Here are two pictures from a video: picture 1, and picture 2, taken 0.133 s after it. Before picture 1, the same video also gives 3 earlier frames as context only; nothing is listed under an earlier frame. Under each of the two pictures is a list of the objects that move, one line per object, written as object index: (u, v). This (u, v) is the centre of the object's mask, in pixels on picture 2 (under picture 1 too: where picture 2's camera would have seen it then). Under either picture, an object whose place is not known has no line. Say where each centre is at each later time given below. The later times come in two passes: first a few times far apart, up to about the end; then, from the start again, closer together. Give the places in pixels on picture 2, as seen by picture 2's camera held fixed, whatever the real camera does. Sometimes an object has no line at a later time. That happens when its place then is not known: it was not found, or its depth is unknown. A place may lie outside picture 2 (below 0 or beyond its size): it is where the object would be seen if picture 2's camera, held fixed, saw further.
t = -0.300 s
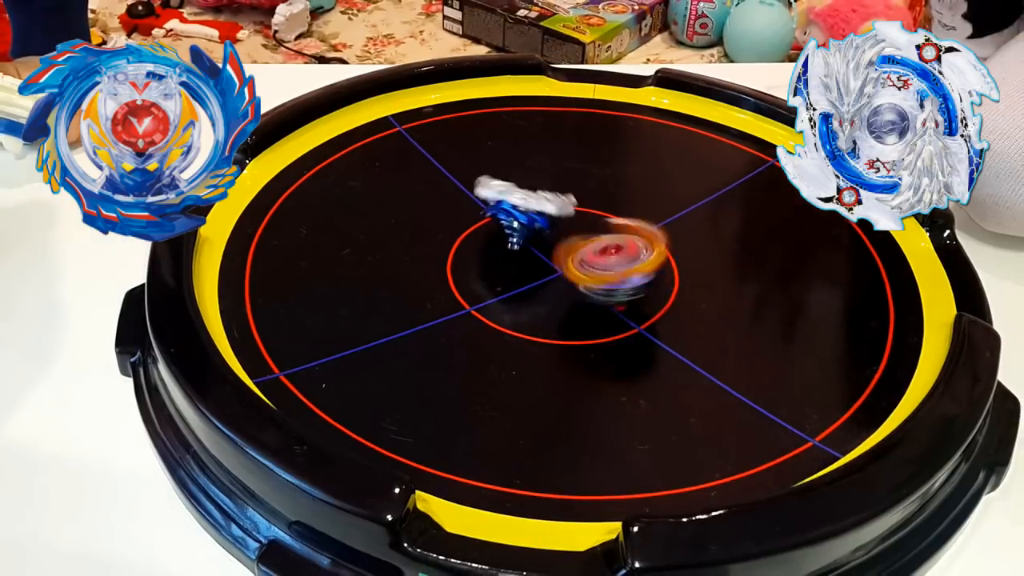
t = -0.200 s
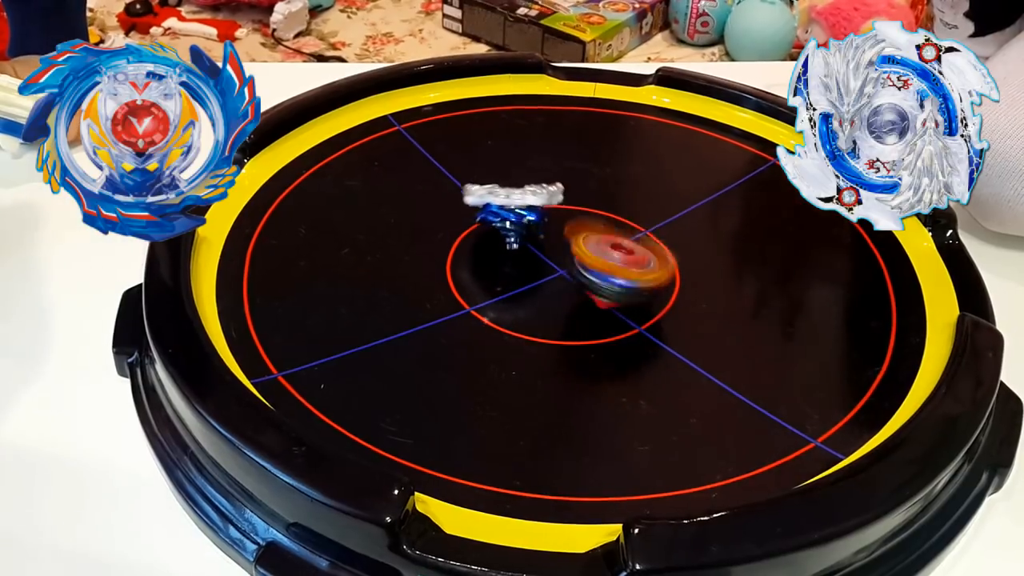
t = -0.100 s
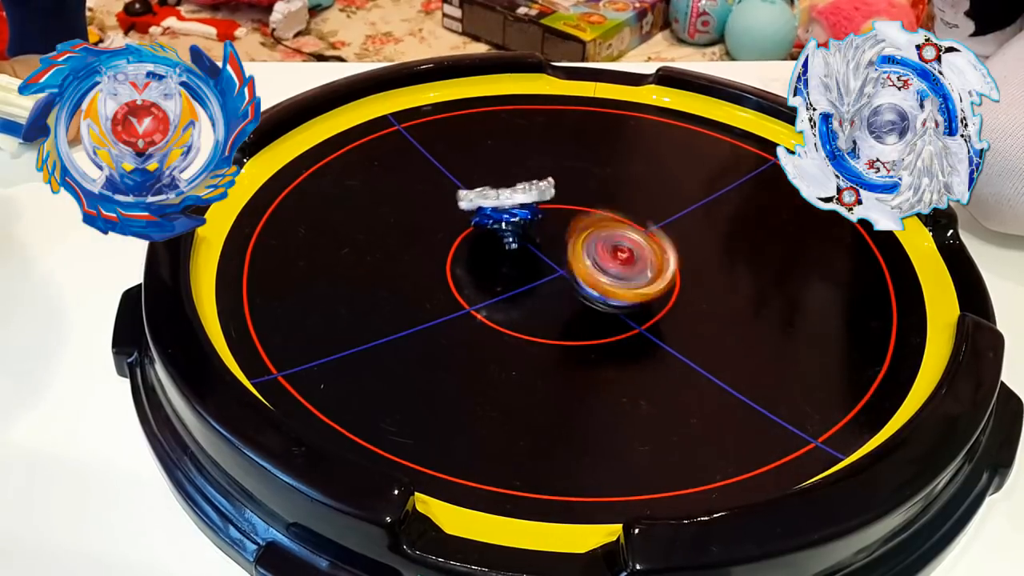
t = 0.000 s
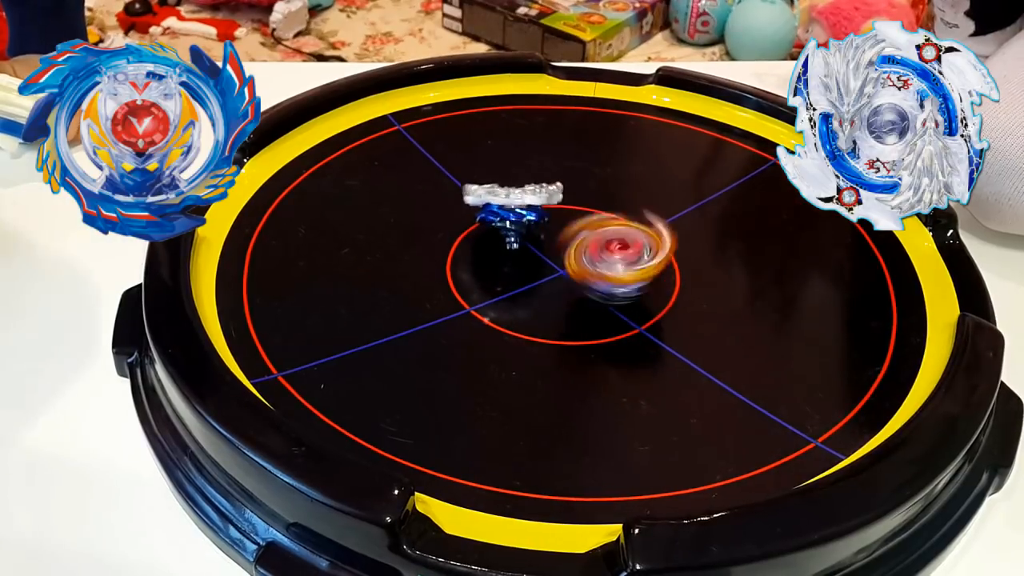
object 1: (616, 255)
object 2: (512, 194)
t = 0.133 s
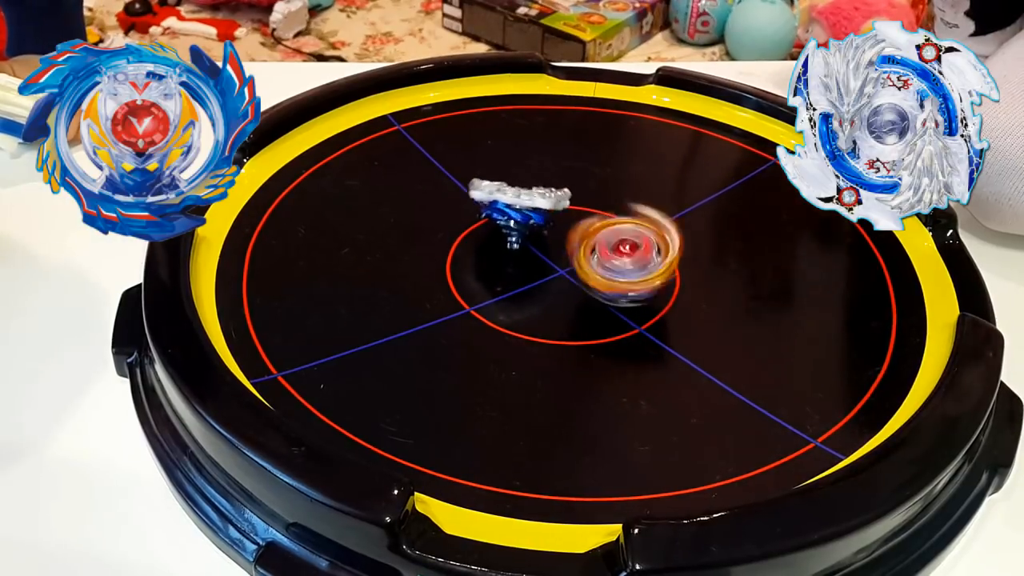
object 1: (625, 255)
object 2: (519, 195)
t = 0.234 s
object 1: (629, 253)
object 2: (530, 198)
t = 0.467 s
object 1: (632, 255)
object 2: (550, 211)
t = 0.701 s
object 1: (627, 257)
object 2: (550, 220)
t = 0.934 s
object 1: (628, 275)
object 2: (553, 218)
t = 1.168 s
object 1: (629, 286)
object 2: (553, 221)
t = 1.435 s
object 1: (631, 269)
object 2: (554, 221)
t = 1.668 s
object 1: (626, 275)
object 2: (554, 221)
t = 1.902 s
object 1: (626, 283)
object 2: (553, 221)
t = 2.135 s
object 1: (626, 284)
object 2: (553, 221)
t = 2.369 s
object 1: (626, 278)
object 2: (553, 221)
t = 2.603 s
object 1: (625, 276)
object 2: (553, 221)
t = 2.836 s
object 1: (624, 275)
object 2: (553, 221)
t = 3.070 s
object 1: (624, 276)
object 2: (553, 221)
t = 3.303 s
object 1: (624, 276)
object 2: (553, 221)
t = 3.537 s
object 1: (624, 276)
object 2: (553, 221)
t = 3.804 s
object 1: (624, 276)
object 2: (553, 221)
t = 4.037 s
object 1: (624, 276)
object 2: (553, 221)
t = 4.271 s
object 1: (624, 276)
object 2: (553, 221)
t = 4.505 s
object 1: (624, 276)
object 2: (553, 221)
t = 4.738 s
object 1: (624, 276)
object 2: (553, 221)
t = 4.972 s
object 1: (624, 276)
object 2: (553, 221)
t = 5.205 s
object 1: (624, 276)
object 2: (553, 221)
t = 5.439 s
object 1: (624, 276)
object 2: (553, 221)
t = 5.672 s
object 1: (624, 276)
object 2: (553, 221)
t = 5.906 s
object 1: (624, 276)
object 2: (553, 221)
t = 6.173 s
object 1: (624, 276)
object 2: (553, 220)
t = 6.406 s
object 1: (624, 276)
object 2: (553, 220)
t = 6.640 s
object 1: (624, 276)
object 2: (553, 221)
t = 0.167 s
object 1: (624, 253)
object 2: (522, 196)
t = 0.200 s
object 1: (624, 253)
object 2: (526, 196)
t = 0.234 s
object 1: (629, 253)
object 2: (530, 198)
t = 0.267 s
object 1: (630, 255)
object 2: (532, 199)
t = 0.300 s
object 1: (626, 255)
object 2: (535, 200)
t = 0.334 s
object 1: (621, 253)
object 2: (538, 202)
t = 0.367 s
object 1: (620, 252)
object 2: (541, 204)
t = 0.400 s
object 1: (624, 252)
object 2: (545, 206)
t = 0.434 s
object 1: (629, 253)
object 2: (548, 209)
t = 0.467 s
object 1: (632, 255)
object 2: (550, 211)
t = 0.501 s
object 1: (636, 252)
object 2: (552, 213)
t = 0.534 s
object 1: (639, 254)
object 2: (553, 216)
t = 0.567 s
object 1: (639, 253)
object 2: (553, 218)
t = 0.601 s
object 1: (638, 254)
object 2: (554, 219)
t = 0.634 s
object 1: (634, 255)
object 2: (551, 219)
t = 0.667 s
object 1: (628, 255)
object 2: (551, 218)
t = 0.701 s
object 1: (627, 257)
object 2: (550, 220)
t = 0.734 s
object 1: (627, 258)
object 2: (551, 220)
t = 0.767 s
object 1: (627, 261)
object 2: (550, 220)
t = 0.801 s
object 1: (628, 264)
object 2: (552, 221)
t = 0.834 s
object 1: (629, 268)
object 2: (552, 221)
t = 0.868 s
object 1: (628, 271)
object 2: (553, 219)
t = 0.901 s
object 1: (627, 272)
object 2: (554, 218)
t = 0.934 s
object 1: (628, 275)
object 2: (553, 218)
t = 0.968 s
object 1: (627, 277)
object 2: (554, 220)
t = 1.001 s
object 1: (627, 279)
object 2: (554, 221)
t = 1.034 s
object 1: (627, 282)
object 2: (554, 221)
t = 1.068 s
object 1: (627, 285)
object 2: (553, 221)
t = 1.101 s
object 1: (629, 286)
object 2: (553, 221)
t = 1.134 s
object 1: (629, 287)
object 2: (553, 221)
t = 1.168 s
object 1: (629, 286)
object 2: (553, 221)
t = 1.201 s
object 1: (627, 285)
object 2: (553, 221)
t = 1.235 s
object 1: (627, 282)
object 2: (553, 221)
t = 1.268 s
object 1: (627, 280)
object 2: (554, 221)
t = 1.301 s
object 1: (626, 277)
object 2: (554, 221)
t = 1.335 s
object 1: (627, 274)
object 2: (554, 221)
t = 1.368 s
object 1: (628, 272)
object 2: (554, 221)
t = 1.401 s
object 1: (630, 271)
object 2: (554, 221)
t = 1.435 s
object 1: (631, 269)
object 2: (554, 221)
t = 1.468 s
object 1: (632, 269)
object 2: (554, 221)
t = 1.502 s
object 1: (632, 269)
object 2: (554, 221)
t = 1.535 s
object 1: (631, 269)
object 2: (554, 221)
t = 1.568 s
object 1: (630, 271)
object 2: (554, 221)
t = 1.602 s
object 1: (629, 272)
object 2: (554, 221)
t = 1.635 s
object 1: (628, 273)
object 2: (554, 221)
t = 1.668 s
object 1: (626, 275)
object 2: (554, 221)
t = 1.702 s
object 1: (625, 277)
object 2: (554, 221)
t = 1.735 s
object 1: (625, 278)
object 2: (554, 221)
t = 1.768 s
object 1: (626, 280)
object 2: (553, 221)
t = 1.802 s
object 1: (626, 281)
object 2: (553, 221)
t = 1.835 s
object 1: (626, 282)
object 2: (553, 221)
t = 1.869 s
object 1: (626, 283)
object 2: (553, 221)
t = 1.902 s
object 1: (626, 283)
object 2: (553, 221)
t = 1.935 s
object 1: (626, 284)
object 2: (553, 220)
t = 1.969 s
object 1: (626, 284)
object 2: (553, 220)
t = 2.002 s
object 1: (626, 284)
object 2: (553, 220)
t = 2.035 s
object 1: (626, 284)
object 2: (553, 220)
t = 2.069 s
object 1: (626, 284)
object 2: (553, 220)
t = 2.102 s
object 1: (626, 284)
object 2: (553, 220)
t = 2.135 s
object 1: (626, 284)
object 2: (553, 221)
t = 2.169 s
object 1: (626, 283)
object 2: (553, 221)
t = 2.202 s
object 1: (626, 282)
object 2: (553, 220)
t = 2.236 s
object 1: (626, 282)
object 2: (553, 221)
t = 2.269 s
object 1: (626, 281)
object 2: (553, 221)
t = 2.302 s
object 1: (626, 280)
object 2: (553, 221)
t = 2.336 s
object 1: (626, 280)
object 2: (553, 221)
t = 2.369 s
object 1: (626, 278)
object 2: (553, 221)
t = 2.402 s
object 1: (625, 277)
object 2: (553, 221)
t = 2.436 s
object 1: (625, 276)
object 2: (554, 221)
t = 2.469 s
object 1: (626, 274)
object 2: (554, 221)
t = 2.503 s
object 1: (626, 274)
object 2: (554, 221)
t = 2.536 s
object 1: (626, 274)
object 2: (554, 221)
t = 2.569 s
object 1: (626, 275)
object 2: (554, 221)
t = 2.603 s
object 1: (625, 276)
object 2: (553, 221)
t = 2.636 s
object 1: (625, 277)
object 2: (553, 220)
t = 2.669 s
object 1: (625, 277)
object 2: (553, 220)
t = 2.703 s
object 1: (625, 277)
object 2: (553, 221)
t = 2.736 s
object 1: (625, 275)
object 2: (553, 221)
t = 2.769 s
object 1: (625, 275)
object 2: (553, 221)
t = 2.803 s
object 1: (625, 275)
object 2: (553, 221)
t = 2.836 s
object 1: (624, 275)
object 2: (553, 221)
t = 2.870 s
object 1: (624, 276)
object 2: (553, 221)
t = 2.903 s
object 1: (624, 276)
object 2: (553, 221)
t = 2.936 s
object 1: (624, 276)
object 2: (553, 221)
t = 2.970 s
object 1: (625, 275)
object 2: (553, 221)
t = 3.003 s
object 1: (624, 276)
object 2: (553, 221)
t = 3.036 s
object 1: (624, 276)
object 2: (553, 221)
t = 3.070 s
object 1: (624, 276)
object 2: (553, 221)
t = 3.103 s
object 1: (624, 275)
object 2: (553, 221)
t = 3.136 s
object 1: (624, 276)
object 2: (553, 221)
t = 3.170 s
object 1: (624, 276)
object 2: (554, 220)
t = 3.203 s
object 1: (624, 276)
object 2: (554, 220)
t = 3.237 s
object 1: (624, 276)
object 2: (553, 220)
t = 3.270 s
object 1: (624, 276)
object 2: (553, 220)
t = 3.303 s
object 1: (624, 276)
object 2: (553, 221)
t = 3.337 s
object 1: (624, 276)
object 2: (553, 221)
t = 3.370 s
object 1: (624, 276)
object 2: (553, 221)
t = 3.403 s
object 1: (624, 276)
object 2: (553, 221)
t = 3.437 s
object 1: (624, 276)
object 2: (553, 221)
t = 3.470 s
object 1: (624, 276)
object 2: (553, 221)
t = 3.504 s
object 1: (624, 276)
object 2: (553, 221)
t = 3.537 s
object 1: (624, 276)
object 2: (553, 221)
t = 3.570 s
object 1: (624, 276)
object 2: (553, 221)
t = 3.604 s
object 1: (624, 276)
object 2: (554, 221)
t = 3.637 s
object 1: (624, 276)
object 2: (554, 221)
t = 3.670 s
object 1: (624, 276)
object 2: (554, 221)
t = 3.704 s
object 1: (624, 276)
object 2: (553, 221)
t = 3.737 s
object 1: (624, 276)
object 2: (553, 221)
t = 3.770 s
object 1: (624, 276)
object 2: (553, 221)
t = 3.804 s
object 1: (624, 276)
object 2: (553, 221)
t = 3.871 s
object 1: (624, 276)
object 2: (553, 221)
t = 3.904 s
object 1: (624, 276)
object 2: (553, 221)
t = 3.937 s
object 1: (624, 276)
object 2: (553, 221)
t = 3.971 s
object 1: (624, 276)
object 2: (553, 221)
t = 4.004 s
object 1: (624, 276)
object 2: (553, 221)
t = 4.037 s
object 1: (624, 276)
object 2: (553, 221)
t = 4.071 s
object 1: (624, 276)
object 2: (553, 221)
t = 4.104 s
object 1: (624, 276)
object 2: (553, 221)
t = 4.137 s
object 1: (624, 276)
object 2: (553, 221)
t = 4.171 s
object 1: (624, 276)
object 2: (553, 221)
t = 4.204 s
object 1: (624, 276)
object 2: (553, 221)
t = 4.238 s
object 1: (624, 276)
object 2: (553, 221)
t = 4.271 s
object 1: (624, 276)
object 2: (553, 221)
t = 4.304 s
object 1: (624, 276)
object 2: (553, 221)
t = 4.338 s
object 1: (624, 276)
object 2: (553, 221)
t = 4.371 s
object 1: (624, 276)
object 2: (553, 221)
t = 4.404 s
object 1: (624, 276)
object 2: (553, 221)
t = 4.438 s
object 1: (625, 276)
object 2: (553, 221)
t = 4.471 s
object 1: (624, 276)
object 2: (553, 221)
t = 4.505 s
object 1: (624, 276)
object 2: (553, 221)
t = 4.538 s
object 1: (624, 276)
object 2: (553, 221)
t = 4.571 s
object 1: (624, 276)
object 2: (553, 221)
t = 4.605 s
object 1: (624, 276)
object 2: (553, 221)
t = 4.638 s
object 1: (625, 276)
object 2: (553, 221)
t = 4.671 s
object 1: (624, 276)
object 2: (553, 221)
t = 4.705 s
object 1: (624, 276)
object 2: (553, 221)
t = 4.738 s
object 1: (624, 276)
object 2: (553, 221)
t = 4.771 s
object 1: (625, 276)
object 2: (553, 221)
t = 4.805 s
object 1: (624, 276)
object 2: (553, 221)
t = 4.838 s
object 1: (624, 276)
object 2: (553, 221)
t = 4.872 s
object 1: (624, 276)
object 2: (553, 221)
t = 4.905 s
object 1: (624, 276)
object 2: (553, 221)
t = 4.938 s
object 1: (624, 276)
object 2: (553, 221)
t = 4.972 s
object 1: (624, 276)
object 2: (553, 221)
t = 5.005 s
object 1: (624, 276)
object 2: (553, 221)
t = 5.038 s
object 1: (624, 276)
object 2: (553, 221)
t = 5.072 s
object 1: (624, 276)
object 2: (553, 221)
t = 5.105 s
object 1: (624, 276)
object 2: (553, 221)
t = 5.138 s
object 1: (624, 276)
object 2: (553, 221)
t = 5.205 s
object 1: (624, 276)
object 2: (553, 221)
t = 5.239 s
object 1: (624, 276)
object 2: (553, 221)
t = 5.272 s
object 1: (624, 276)
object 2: (553, 221)
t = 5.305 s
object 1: (624, 276)
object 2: (553, 221)
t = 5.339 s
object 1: (624, 276)
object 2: (553, 221)
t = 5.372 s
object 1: (624, 276)
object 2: (553, 221)
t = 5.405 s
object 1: (624, 276)
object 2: (553, 221)
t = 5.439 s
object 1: (624, 276)
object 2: (553, 221)
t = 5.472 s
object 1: (624, 276)
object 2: (553, 221)
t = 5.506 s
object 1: (624, 276)
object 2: (553, 221)
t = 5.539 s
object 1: (624, 276)
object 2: (553, 221)
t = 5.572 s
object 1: (624, 276)
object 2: (553, 221)
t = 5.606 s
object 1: (624, 276)
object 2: (553, 221)
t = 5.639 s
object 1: (624, 276)
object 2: (553, 221)
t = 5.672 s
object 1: (624, 276)
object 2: (553, 221)
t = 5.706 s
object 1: (624, 276)
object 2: (553, 221)
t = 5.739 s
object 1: (624, 276)
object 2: (553, 221)
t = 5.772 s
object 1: (624, 276)
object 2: (553, 221)
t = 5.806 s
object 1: (625, 276)
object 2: (553, 221)
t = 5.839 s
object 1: (624, 276)
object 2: (553, 221)
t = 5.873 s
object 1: (624, 276)
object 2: (553, 221)
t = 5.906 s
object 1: (624, 276)
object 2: (553, 221)
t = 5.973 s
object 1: (624, 276)
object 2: (553, 221)
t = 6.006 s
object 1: (624, 276)
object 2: (553, 221)
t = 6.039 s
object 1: (624, 276)
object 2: (553, 221)
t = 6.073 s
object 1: (624, 276)
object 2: (553, 221)
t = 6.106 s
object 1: (624, 276)
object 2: (553, 220)
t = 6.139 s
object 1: (624, 276)
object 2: (553, 220)
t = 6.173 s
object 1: (624, 276)
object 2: (553, 220)
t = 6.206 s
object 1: (624, 276)
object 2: (553, 221)
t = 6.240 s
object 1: (624, 276)
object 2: (553, 220)
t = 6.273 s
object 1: (624, 276)
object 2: (553, 220)
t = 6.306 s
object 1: (624, 276)
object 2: (553, 220)
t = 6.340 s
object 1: (624, 276)
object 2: (553, 220)
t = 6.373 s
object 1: (624, 276)
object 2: (553, 220)
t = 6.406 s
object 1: (624, 276)
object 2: (553, 220)
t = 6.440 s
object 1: (624, 276)
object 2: (553, 220)
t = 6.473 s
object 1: (624, 276)
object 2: (553, 220)
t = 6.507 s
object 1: (624, 276)
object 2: (553, 220)
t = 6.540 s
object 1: (624, 276)
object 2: (553, 220)
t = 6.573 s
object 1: (625, 276)
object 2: (554, 220)
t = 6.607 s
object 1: (624, 275)
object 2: (553, 220)
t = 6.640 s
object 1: (624, 276)
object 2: (553, 221)
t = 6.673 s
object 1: (624, 276)
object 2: (553, 221)
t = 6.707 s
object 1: (624, 276)
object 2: (553, 221)
